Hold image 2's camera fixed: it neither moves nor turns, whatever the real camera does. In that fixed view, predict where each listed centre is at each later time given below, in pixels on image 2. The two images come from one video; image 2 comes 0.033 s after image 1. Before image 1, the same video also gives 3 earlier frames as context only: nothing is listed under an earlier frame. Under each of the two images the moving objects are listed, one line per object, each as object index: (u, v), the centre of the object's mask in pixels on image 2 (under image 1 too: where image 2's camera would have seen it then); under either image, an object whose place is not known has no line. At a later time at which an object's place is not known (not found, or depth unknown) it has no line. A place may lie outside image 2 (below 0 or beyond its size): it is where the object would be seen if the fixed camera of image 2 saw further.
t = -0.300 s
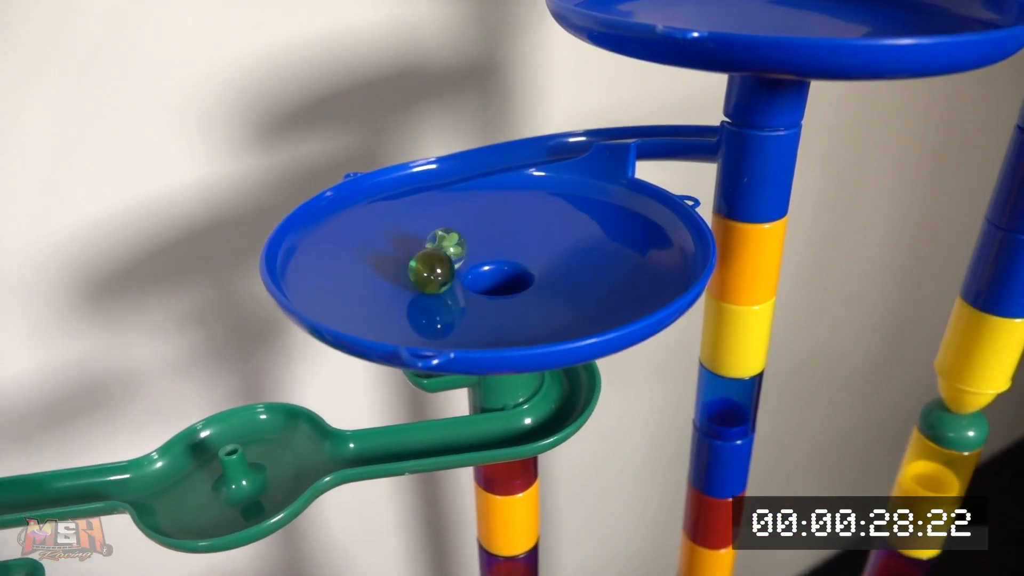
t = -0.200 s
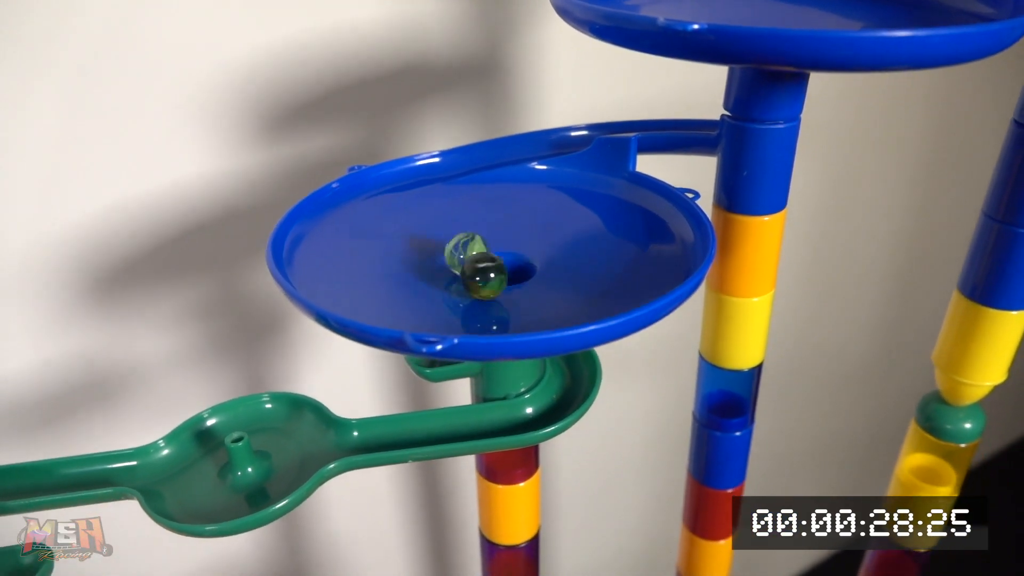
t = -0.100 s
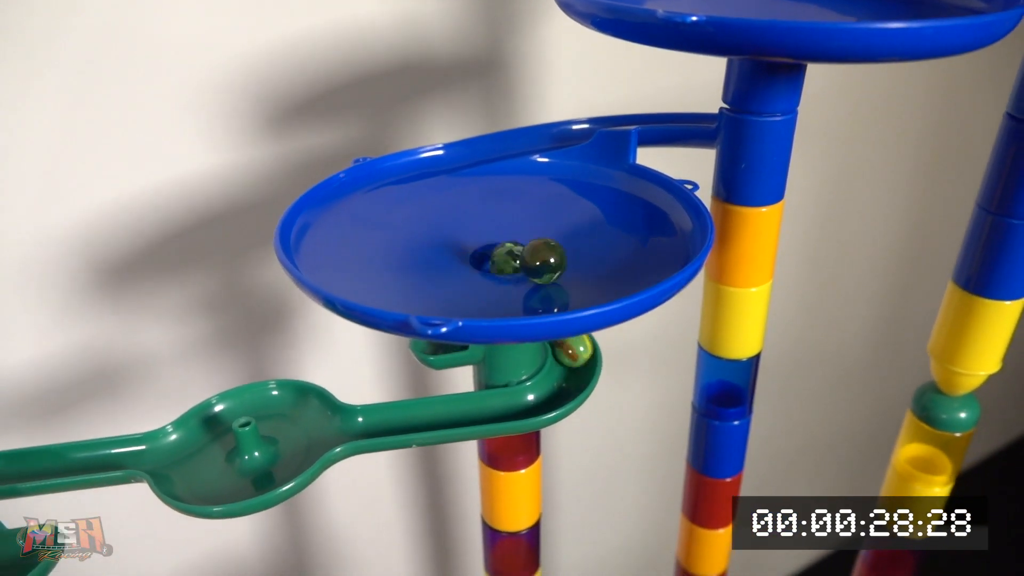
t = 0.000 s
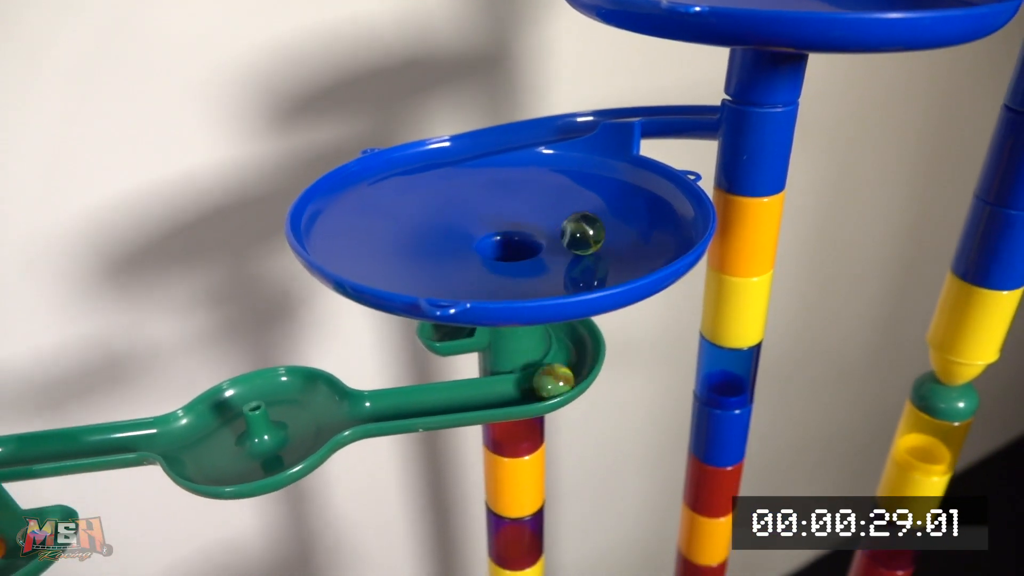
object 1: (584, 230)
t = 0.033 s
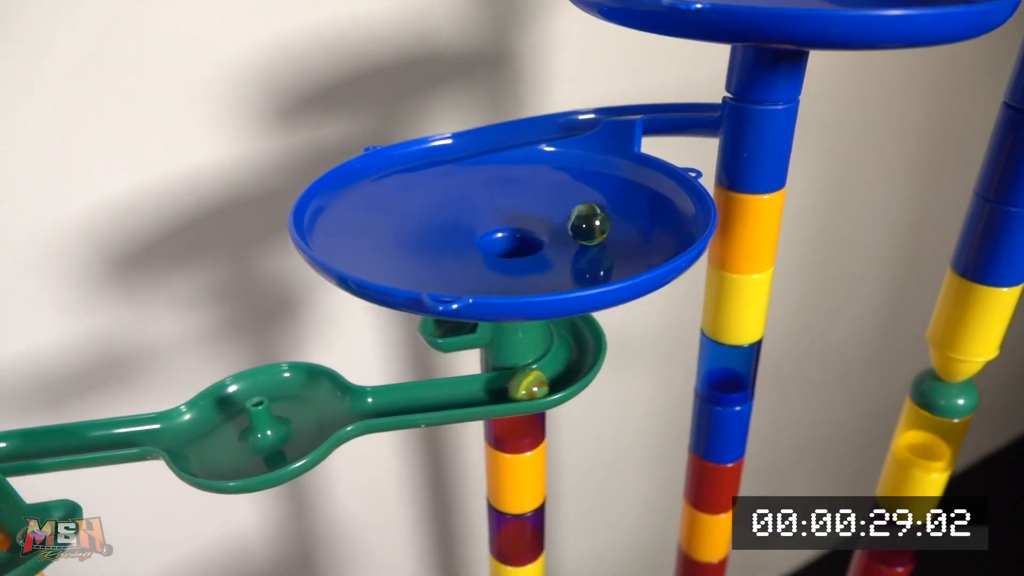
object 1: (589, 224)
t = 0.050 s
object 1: (590, 220)
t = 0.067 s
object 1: (589, 217)
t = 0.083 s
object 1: (588, 214)
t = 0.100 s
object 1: (587, 212)
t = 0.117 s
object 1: (584, 209)
